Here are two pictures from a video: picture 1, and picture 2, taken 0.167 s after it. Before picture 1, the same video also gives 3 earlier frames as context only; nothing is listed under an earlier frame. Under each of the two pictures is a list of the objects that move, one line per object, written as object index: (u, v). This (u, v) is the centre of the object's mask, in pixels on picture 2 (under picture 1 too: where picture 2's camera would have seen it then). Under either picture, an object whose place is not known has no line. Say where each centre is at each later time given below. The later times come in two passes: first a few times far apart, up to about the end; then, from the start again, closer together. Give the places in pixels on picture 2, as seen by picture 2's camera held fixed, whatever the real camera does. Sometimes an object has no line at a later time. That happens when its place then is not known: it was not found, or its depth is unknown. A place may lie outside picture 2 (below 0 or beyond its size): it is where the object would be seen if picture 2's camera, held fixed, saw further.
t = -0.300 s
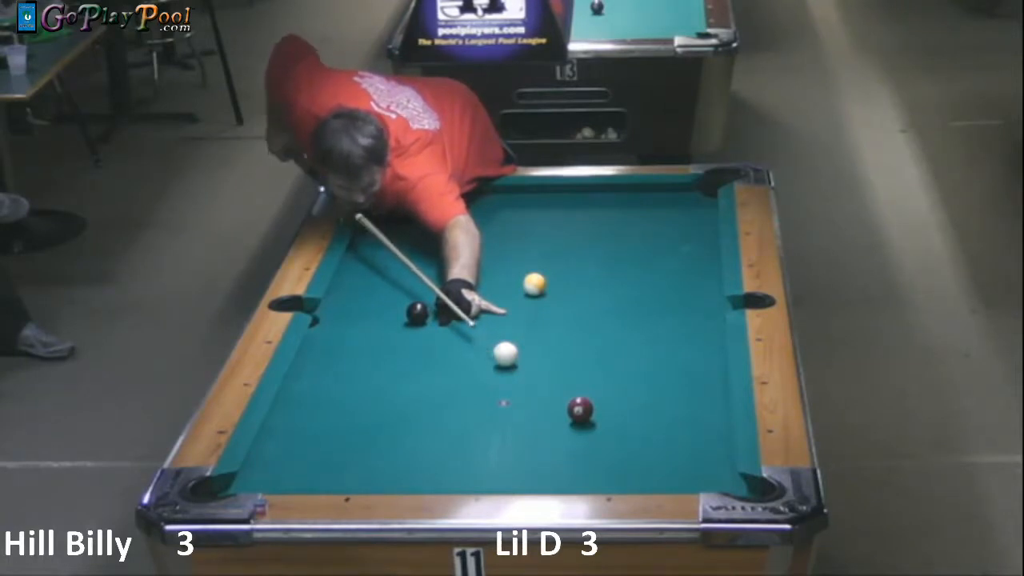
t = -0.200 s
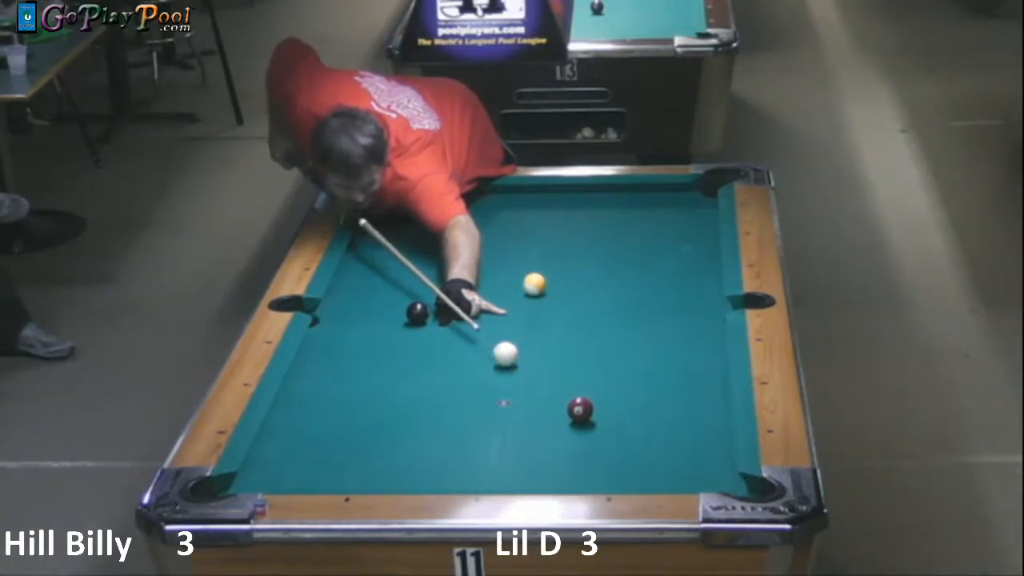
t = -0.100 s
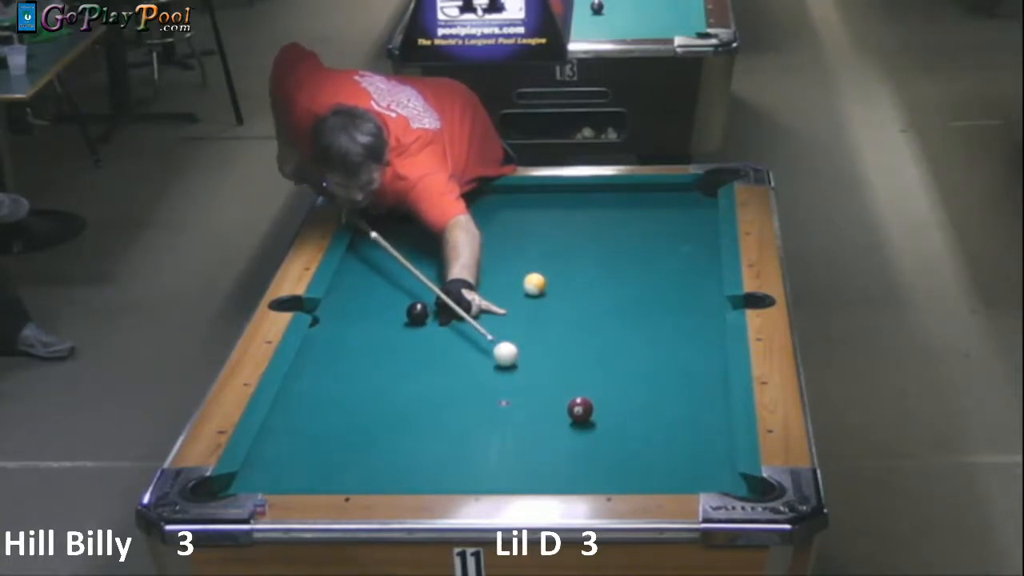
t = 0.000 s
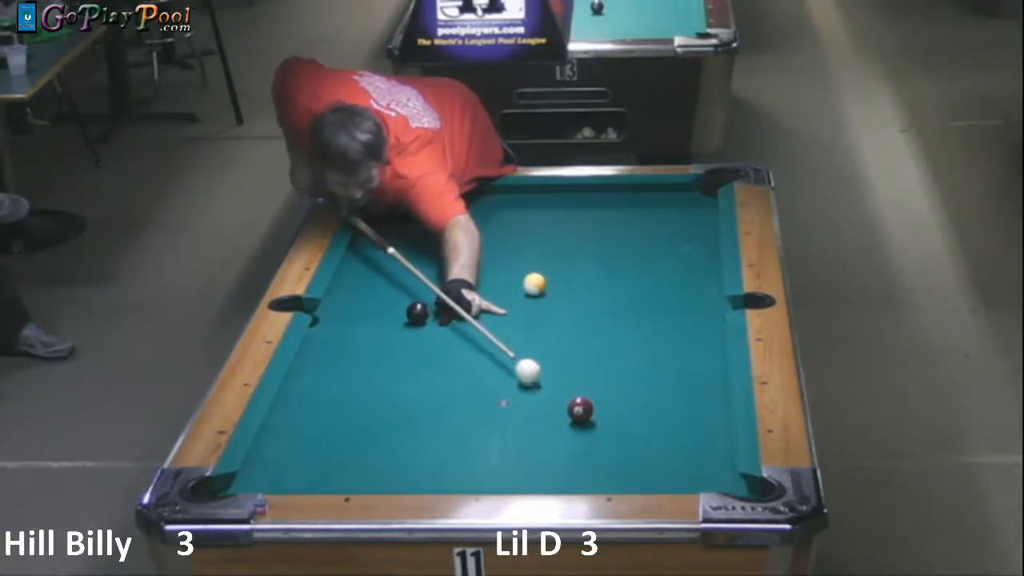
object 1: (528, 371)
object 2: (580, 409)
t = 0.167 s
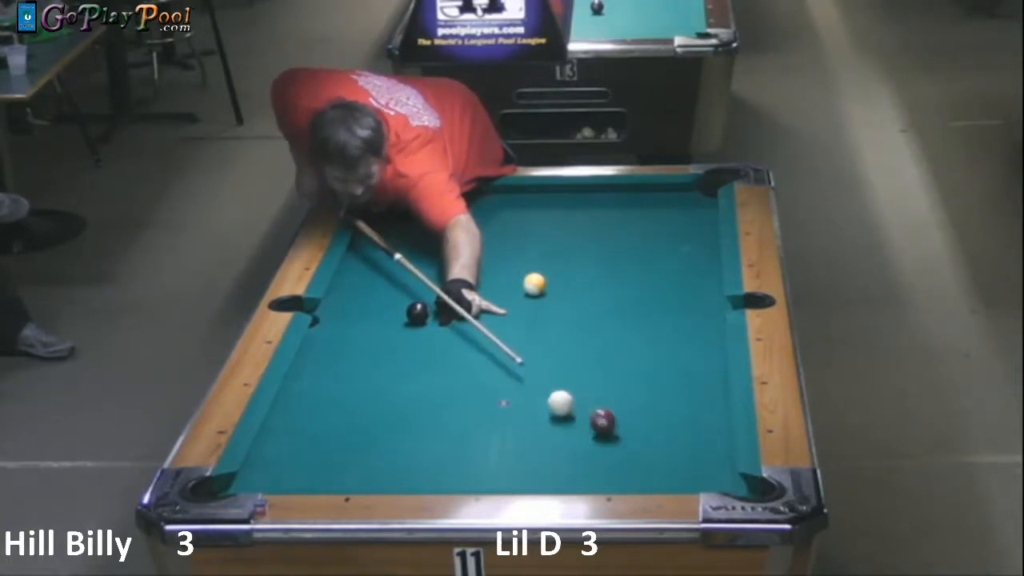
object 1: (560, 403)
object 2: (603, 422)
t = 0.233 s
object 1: (559, 408)
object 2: (627, 435)
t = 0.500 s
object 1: (562, 432)
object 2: (712, 478)
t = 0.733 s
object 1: (564, 453)
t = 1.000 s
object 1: (566, 477)
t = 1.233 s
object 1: (569, 473)
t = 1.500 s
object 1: (574, 456)
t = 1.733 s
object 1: (579, 442)
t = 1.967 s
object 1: (583, 429)
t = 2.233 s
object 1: (588, 416)
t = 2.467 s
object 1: (591, 405)
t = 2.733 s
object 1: (594, 397)
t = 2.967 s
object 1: (596, 388)
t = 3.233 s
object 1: (599, 378)
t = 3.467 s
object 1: (601, 372)
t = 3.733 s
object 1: (601, 368)
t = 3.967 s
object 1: (602, 361)
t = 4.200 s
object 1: (603, 357)
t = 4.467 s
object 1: (602, 355)
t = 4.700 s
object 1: (603, 352)
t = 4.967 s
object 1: (603, 349)
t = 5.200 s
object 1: (603, 348)
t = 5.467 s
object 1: (602, 348)
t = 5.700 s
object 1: (602, 348)
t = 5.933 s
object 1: (602, 348)
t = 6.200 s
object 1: (602, 348)
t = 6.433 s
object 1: (602, 348)
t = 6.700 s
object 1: (602, 348)
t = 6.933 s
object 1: (602, 348)
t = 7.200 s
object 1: (602, 348)
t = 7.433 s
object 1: (602, 348)
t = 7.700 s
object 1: (602, 348)
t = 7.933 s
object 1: (602, 348)
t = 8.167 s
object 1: (602, 348)
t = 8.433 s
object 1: (602, 348)
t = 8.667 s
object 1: (602, 348)
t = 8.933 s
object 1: (602, 348)
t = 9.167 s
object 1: (602, 348)
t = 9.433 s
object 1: (602, 348)
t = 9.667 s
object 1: (602, 348)
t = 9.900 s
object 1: (602, 348)
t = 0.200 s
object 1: (559, 405)
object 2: (616, 429)
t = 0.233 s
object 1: (559, 408)
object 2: (627, 435)
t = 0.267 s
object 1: (560, 411)
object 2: (638, 441)
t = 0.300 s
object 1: (560, 414)
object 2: (648, 446)
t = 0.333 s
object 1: (560, 417)
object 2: (659, 451)
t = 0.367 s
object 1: (561, 420)
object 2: (669, 457)
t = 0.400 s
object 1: (561, 423)
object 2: (680, 463)
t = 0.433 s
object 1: (561, 426)
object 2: (691, 468)
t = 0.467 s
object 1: (562, 429)
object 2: (701, 473)
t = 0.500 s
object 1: (562, 432)
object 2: (712, 478)
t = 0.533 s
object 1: (562, 435)
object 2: (724, 484)
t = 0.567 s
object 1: (563, 439)
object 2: (736, 490)
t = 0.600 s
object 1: (563, 442)
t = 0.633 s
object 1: (563, 445)
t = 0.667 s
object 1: (563, 448)
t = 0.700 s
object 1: (563, 450)
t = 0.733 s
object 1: (564, 453)
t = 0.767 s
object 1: (564, 457)
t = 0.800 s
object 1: (564, 461)
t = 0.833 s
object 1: (565, 462)
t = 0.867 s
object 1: (565, 465)
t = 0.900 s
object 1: (565, 470)
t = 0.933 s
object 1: (565, 472)
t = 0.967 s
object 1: (566, 475)
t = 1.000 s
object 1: (566, 477)
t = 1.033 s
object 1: (566, 478)
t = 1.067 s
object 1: (566, 481)
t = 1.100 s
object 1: (567, 481)
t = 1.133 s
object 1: (568, 478)
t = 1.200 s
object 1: (569, 474)
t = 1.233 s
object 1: (569, 473)
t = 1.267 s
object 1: (570, 471)
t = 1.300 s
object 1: (570, 470)
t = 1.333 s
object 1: (571, 466)
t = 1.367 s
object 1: (571, 465)
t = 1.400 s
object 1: (572, 463)
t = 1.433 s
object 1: (573, 460)
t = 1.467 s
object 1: (573, 458)
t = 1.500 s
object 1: (574, 456)
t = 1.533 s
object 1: (575, 453)
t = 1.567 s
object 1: (575, 452)
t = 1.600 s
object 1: (576, 450)
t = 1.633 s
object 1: (577, 448)
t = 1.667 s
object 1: (578, 446)
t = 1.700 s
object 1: (579, 443)
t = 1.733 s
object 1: (579, 442)
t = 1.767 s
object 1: (580, 439)
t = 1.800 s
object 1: (580, 438)
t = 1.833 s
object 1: (581, 435)
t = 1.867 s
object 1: (581, 435)
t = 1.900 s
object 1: (582, 433)
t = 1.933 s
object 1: (583, 430)
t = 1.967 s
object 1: (583, 429)
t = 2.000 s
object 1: (584, 427)
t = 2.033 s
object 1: (585, 425)
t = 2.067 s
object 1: (586, 424)
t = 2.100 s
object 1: (586, 422)
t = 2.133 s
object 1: (587, 421)
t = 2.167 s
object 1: (588, 419)
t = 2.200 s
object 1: (588, 418)
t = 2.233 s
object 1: (588, 416)
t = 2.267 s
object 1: (588, 414)
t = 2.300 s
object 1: (589, 412)
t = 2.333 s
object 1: (589, 411)
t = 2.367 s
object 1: (590, 409)
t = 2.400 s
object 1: (590, 408)
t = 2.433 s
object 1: (591, 407)
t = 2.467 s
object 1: (591, 405)
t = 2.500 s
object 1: (592, 404)
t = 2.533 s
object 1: (592, 403)
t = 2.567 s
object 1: (592, 401)
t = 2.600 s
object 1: (593, 400)
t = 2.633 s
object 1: (593, 399)
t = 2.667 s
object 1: (593, 398)
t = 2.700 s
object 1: (593, 398)
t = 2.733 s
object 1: (594, 397)
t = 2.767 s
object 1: (594, 397)
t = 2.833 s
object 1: (594, 396)
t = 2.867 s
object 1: (594, 395)
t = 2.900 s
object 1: (594, 393)
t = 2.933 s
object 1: (595, 390)
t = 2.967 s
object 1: (596, 388)
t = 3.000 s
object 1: (596, 386)
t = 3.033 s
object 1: (597, 384)
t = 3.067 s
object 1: (598, 384)
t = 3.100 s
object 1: (597, 382)
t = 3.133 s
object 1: (598, 381)
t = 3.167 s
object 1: (598, 380)
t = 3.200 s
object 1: (599, 379)
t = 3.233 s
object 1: (599, 378)
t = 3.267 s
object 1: (599, 377)
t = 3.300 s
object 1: (599, 377)
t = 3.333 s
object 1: (600, 376)
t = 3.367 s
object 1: (600, 374)
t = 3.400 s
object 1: (600, 374)
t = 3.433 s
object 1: (600, 373)
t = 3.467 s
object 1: (601, 372)
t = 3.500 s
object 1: (601, 371)
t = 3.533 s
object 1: (601, 371)
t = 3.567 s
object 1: (601, 370)
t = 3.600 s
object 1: (602, 369)
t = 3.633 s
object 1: (601, 369)
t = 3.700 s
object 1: (601, 368)
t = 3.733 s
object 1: (601, 368)
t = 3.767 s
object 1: (601, 367)
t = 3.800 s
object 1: (602, 367)
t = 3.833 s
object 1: (602, 366)
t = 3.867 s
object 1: (602, 363)
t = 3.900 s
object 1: (602, 362)
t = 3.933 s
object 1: (602, 362)
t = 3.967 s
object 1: (602, 361)
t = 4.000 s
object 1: (602, 361)
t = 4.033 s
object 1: (602, 360)
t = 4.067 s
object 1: (603, 360)
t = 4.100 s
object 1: (603, 359)
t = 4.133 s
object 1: (603, 358)
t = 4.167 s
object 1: (603, 358)
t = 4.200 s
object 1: (603, 357)
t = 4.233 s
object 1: (603, 357)
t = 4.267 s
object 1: (603, 356)
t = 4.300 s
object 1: (603, 356)
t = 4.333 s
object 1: (603, 356)
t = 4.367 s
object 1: (603, 355)
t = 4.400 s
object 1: (602, 355)
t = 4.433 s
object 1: (603, 355)
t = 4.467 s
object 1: (602, 355)
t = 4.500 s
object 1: (603, 354)
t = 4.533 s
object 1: (602, 353)
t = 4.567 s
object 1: (602, 353)
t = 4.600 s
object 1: (603, 352)
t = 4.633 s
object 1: (602, 352)
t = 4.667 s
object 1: (603, 352)
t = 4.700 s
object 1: (603, 352)
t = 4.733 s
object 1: (603, 351)
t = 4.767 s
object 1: (603, 351)
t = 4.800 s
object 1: (603, 351)
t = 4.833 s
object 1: (603, 350)
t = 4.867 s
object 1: (603, 350)
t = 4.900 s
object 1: (603, 350)
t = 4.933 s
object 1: (603, 349)
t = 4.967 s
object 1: (603, 349)
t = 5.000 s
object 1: (603, 349)
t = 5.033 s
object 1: (603, 349)
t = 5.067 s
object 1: (603, 349)
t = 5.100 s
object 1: (603, 349)
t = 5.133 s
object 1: (603, 349)
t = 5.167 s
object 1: (603, 348)
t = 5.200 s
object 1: (603, 348)
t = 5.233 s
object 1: (603, 348)
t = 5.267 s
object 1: (603, 348)
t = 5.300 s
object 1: (603, 348)
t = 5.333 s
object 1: (603, 348)
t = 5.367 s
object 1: (603, 348)
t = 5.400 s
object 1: (603, 348)
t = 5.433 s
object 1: (602, 348)
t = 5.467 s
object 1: (602, 348)
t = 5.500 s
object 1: (602, 348)
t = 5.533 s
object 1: (602, 348)
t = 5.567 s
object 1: (602, 348)
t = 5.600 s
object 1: (602, 348)
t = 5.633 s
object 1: (602, 348)
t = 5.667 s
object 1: (602, 348)
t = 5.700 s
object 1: (602, 348)
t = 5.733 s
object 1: (602, 348)
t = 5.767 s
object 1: (602, 348)
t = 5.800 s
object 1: (602, 348)
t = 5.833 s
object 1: (602, 348)
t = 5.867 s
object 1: (602, 348)
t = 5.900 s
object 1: (602, 348)
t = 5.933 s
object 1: (602, 348)
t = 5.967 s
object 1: (602, 348)
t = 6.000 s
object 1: (602, 348)
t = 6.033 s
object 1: (602, 348)
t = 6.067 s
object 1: (602, 348)
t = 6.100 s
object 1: (602, 348)
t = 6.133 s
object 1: (602, 348)
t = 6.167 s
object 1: (602, 348)
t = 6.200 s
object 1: (602, 348)
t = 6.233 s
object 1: (602, 348)
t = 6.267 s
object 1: (602, 348)
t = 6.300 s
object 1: (602, 348)
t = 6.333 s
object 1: (602, 348)
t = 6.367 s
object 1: (602, 348)
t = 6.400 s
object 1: (602, 348)
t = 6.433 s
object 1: (602, 348)
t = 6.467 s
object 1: (602, 348)
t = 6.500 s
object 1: (602, 348)
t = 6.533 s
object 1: (602, 348)
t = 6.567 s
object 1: (602, 348)
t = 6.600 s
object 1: (602, 348)
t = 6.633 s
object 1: (602, 348)
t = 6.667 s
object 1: (602, 348)
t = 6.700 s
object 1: (602, 348)
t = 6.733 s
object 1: (602, 348)
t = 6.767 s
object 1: (602, 348)
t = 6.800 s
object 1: (602, 348)
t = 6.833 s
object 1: (602, 348)
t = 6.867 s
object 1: (602, 348)
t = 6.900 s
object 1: (602, 348)
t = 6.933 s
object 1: (602, 348)
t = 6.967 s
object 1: (602, 348)
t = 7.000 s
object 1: (602, 348)
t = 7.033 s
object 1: (602, 348)
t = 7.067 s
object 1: (602, 348)
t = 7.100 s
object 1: (602, 348)
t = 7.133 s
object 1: (602, 348)
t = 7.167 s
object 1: (602, 348)
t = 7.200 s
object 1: (602, 348)
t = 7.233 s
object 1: (602, 348)
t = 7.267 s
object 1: (602, 348)
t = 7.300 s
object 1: (602, 348)
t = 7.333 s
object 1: (602, 348)
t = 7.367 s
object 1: (602, 348)
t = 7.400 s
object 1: (602, 348)
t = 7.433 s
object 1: (602, 348)
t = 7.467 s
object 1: (602, 348)
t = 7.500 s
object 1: (602, 348)
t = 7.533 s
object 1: (602, 348)
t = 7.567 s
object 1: (602, 348)
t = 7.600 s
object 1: (602, 348)
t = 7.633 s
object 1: (602, 348)
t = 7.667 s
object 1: (602, 348)
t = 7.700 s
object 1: (602, 348)
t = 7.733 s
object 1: (602, 348)
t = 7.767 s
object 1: (602, 348)
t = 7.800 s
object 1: (602, 348)
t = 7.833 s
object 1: (602, 348)
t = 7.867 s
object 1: (602, 348)
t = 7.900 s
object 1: (602, 348)
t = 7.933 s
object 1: (602, 348)
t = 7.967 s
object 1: (602, 348)
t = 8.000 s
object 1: (602, 348)
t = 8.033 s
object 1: (602, 348)
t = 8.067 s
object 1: (602, 348)
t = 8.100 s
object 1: (602, 348)
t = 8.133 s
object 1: (602, 348)
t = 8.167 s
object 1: (602, 348)
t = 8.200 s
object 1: (602, 348)
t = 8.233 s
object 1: (602, 348)
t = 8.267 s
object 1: (602, 348)
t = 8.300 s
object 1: (602, 348)
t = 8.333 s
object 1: (602, 348)
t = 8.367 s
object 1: (602, 348)
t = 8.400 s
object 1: (602, 348)
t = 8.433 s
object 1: (602, 348)
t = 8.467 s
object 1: (602, 348)
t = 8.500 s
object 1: (602, 348)
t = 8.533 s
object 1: (602, 348)
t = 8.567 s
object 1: (602, 348)
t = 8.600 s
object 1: (602, 348)
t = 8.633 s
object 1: (602, 348)
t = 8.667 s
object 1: (602, 348)
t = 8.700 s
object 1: (602, 348)
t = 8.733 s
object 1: (602, 348)
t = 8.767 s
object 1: (602, 348)
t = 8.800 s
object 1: (602, 348)
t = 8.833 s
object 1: (602, 348)
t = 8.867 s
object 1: (602, 348)
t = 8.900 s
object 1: (602, 348)
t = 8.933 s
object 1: (602, 348)
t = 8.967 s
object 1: (602, 348)
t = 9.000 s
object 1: (602, 348)
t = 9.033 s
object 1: (602, 348)
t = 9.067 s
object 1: (602, 348)
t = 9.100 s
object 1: (602, 348)
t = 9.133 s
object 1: (602, 348)
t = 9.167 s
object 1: (602, 348)
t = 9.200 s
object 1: (602, 348)
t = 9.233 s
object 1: (602, 348)
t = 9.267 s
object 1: (602, 348)
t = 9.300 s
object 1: (602, 348)
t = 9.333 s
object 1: (602, 348)
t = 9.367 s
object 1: (602, 348)
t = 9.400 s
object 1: (602, 348)
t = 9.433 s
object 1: (602, 348)
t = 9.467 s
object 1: (602, 348)
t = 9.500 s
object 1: (602, 348)
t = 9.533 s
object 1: (602, 348)
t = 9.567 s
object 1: (602, 348)
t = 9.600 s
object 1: (602, 348)
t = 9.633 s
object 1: (602, 348)
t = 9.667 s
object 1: (602, 348)
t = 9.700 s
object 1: (602, 348)
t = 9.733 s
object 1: (602, 348)
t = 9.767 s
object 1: (602, 348)
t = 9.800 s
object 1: (602, 348)
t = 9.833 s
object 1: (602, 348)
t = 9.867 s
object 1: (602, 348)
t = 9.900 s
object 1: (602, 348)
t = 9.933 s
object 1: (602, 348)
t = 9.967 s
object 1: (602, 348)
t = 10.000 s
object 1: (602, 348)
